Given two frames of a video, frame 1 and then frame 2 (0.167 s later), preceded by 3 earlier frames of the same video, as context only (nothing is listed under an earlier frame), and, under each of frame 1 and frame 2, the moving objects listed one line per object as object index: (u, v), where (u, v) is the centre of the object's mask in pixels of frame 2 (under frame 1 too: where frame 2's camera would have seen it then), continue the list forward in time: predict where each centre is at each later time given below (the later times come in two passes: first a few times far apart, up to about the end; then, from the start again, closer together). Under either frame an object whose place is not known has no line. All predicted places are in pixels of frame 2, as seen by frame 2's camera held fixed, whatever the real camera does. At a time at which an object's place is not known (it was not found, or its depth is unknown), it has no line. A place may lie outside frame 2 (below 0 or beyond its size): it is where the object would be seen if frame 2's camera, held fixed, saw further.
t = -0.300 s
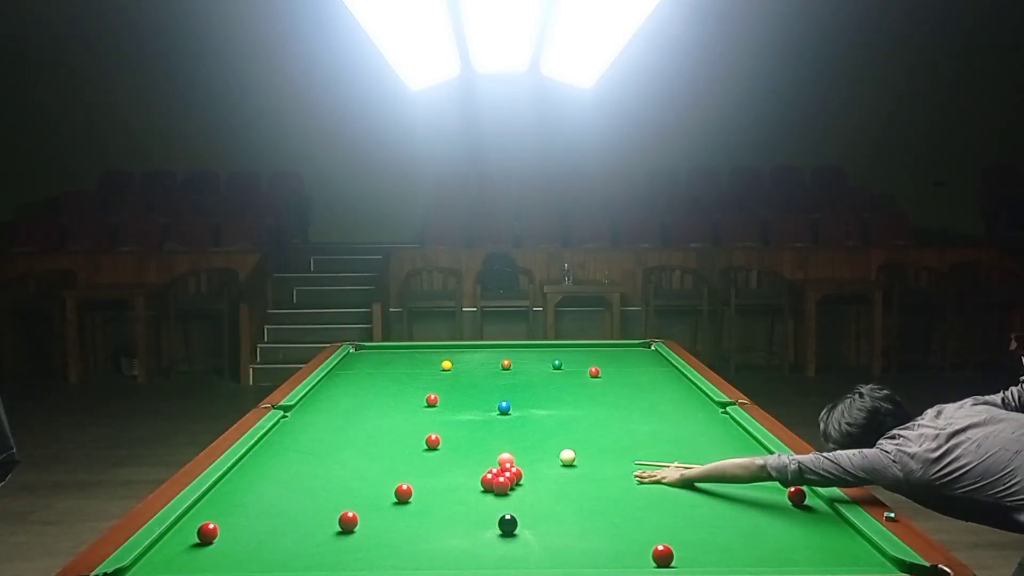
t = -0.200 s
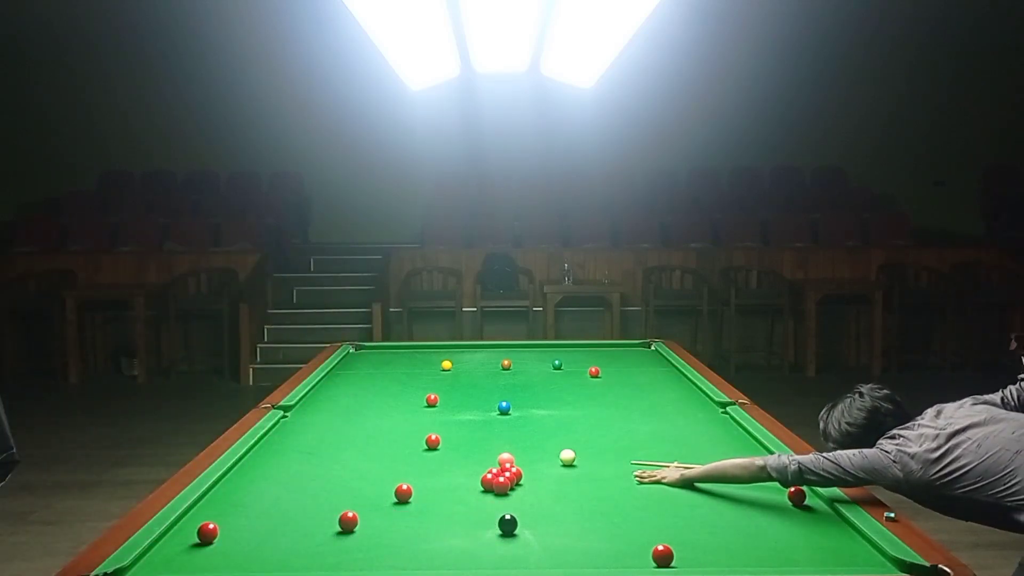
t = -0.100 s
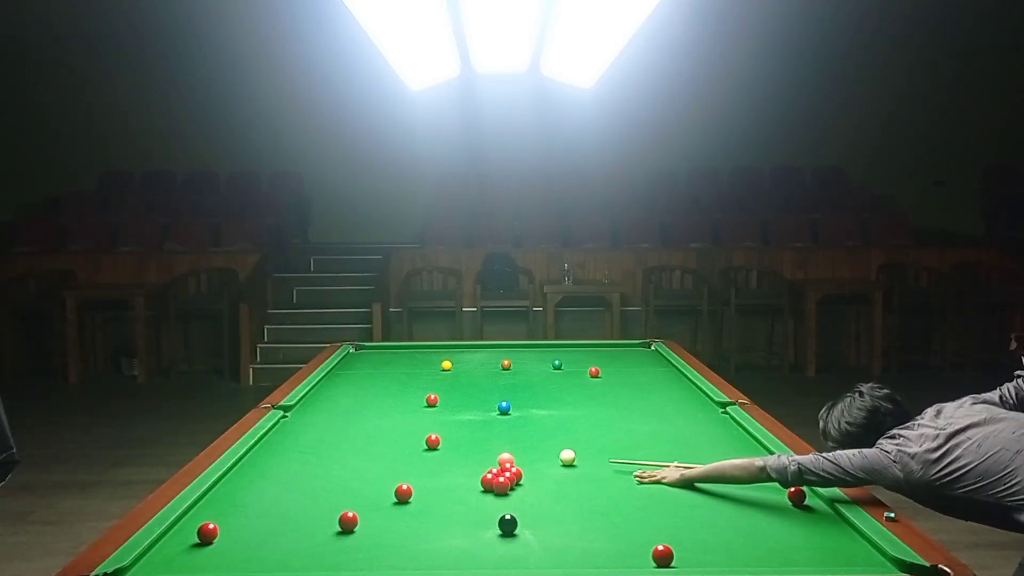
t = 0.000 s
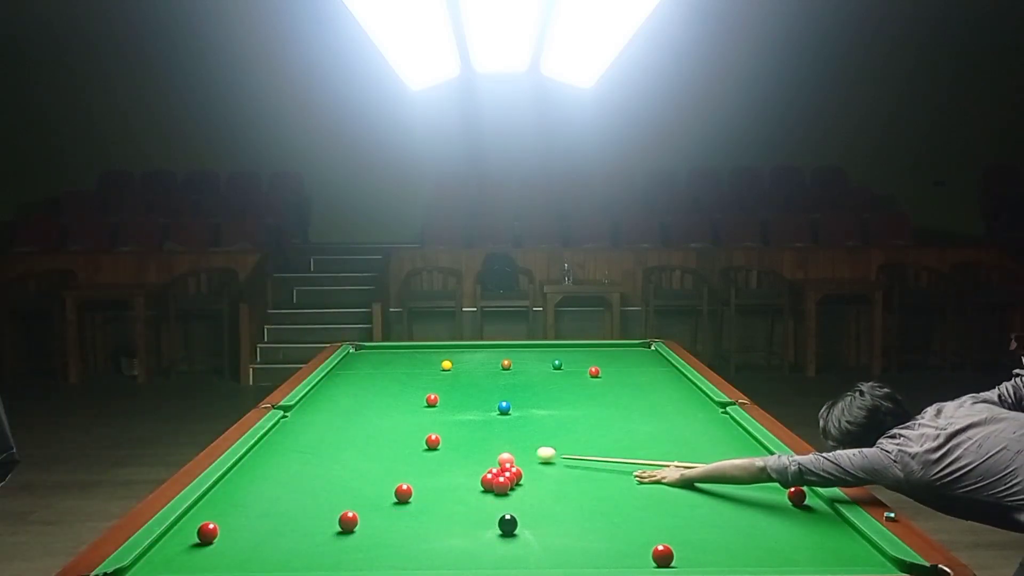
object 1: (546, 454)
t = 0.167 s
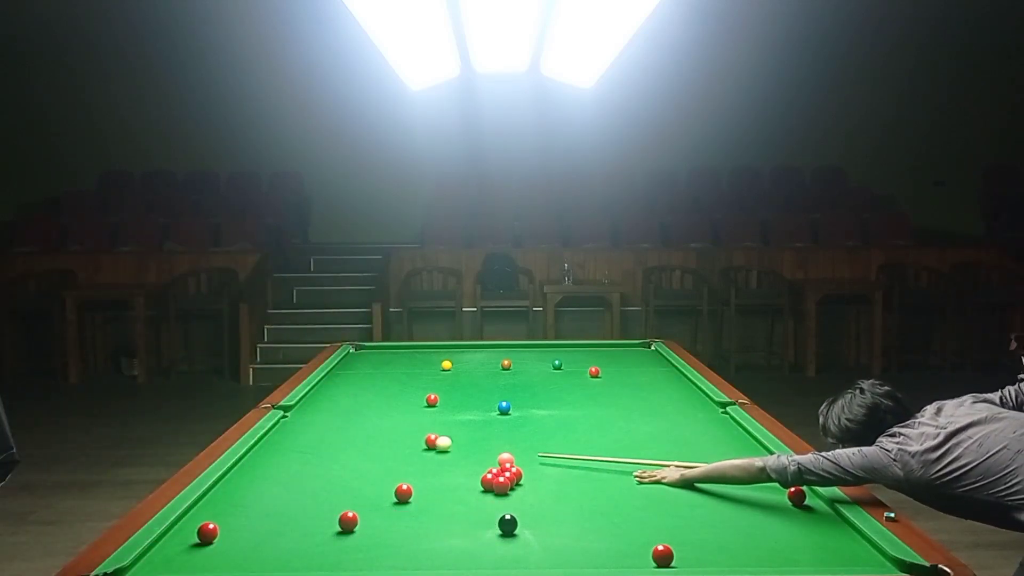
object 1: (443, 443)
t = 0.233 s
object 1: (435, 445)
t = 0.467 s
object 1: (397, 450)
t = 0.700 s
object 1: (358, 453)
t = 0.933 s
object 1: (320, 457)
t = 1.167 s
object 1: (283, 461)
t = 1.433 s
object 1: (241, 465)
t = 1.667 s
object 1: (259, 468)
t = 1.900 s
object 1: (276, 470)
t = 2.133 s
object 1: (293, 473)
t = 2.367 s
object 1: (309, 475)
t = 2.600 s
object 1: (324, 478)
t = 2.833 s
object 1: (337, 480)
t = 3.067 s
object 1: (349, 482)
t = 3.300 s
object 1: (360, 484)
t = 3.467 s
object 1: (363, 485)
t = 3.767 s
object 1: (379, 487)
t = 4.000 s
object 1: (387, 488)
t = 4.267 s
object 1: (391, 489)
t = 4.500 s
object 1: (391, 489)
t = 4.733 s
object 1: (391, 489)
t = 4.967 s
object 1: (391, 489)
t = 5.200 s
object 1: (392, 489)
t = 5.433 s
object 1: (392, 489)
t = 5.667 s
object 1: (392, 489)
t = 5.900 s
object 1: (392, 489)
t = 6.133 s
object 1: (392, 489)
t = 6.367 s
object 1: (392, 489)
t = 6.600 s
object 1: (392, 489)
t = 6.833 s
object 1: (392, 489)
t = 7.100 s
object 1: (392, 489)
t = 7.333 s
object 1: (392, 489)
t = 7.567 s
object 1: (392, 489)
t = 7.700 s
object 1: (392, 489)
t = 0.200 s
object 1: (439, 444)
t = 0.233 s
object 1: (435, 445)
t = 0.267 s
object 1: (430, 446)
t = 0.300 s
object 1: (425, 447)
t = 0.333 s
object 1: (419, 447)
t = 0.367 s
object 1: (413, 448)
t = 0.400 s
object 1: (408, 448)
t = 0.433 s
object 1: (402, 449)
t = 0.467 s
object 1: (397, 450)
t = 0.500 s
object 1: (391, 450)
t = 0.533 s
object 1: (386, 451)
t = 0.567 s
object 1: (380, 451)
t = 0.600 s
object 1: (375, 452)
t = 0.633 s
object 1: (369, 452)
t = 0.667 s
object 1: (364, 453)
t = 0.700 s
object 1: (358, 453)
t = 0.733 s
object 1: (353, 454)
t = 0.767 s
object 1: (347, 455)
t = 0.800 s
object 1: (342, 455)
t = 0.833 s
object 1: (336, 455)
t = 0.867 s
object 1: (331, 456)
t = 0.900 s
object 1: (326, 456)
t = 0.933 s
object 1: (320, 457)
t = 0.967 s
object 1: (315, 458)
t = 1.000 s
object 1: (309, 458)
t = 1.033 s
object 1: (304, 459)
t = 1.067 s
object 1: (299, 459)
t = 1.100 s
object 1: (293, 460)
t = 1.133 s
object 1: (288, 460)
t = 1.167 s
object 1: (283, 461)
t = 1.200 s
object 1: (277, 461)
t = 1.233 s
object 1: (272, 462)
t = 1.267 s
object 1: (267, 462)
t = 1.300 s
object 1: (262, 463)
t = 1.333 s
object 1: (256, 463)
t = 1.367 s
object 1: (251, 464)
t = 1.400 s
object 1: (246, 465)
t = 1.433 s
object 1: (241, 465)
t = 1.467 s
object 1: (243, 465)
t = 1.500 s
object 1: (245, 466)
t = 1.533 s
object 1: (248, 466)
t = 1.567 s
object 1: (251, 467)
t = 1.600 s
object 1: (253, 467)
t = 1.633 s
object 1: (256, 467)
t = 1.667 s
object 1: (259, 468)
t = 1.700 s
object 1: (261, 468)
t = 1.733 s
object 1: (264, 468)
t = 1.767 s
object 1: (266, 469)
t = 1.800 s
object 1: (269, 469)
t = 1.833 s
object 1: (271, 470)
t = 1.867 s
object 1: (274, 470)
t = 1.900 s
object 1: (276, 470)
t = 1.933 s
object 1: (279, 471)
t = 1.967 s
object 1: (281, 471)
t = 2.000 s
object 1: (284, 471)
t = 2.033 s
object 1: (286, 472)
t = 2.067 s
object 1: (288, 472)
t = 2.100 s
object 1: (291, 473)
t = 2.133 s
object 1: (293, 473)
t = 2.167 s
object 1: (296, 473)
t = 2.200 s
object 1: (298, 474)
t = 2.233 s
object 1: (300, 474)
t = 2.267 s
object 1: (302, 474)
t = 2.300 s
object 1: (305, 475)
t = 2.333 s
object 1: (307, 475)
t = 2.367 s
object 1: (309, 475)
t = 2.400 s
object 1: (311, 476)
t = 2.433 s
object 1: (313, 476)
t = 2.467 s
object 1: (315, 476)
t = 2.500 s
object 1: (317, 477)
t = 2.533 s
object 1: (319, 477)
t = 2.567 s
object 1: (322, 477)
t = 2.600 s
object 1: (324, 478)
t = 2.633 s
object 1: (326, 478)
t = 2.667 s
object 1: (327, 478)
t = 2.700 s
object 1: (329, 479)
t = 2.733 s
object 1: (331, 479)
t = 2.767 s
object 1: (333, 479)
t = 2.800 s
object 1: (335, 480)
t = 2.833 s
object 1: (337, 480)
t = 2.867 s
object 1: (339, 480)
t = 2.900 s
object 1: (341, 481)
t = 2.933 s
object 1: (343, 481)
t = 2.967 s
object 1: (344, 481)
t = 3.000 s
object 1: (346, 481)
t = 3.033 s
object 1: (348, 482)
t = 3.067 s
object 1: (349, 482)
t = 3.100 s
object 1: (351, 482)
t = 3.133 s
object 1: (353, 482)
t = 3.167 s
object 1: (354, 483)
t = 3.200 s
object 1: (356, 483)
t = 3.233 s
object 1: (358, 483)
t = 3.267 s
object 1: (359, 483)
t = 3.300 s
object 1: (360, 484)
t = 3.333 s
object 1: (362, 484)
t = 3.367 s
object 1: (361, 485)
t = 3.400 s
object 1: (365, 485)
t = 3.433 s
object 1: (366, 485)
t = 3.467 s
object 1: (363, 485)
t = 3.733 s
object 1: (379, 488)
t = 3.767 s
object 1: (379, 487)
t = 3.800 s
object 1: (381, 488)
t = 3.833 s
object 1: (382, 488)
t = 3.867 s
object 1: (383, 488)
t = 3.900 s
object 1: (384, 488)
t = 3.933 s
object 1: (385, 488)
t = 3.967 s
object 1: (386, 488)
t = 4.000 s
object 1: (387, 488)
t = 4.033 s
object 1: (387, 488)
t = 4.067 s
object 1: (388, 489)
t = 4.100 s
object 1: (389, 488)
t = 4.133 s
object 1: (390, 489)
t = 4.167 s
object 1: (390, 489)
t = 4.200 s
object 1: (390, 489)
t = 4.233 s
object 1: (391, 489)
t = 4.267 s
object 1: (391, 489)
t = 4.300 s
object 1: (391, 489)
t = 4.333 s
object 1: (391, 489)
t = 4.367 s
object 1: (391, 489)
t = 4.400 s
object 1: (391, 489)
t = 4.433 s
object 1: (391, 489)
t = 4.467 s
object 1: (391, 489)
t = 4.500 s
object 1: (391, 489)
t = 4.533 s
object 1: (391, 489)
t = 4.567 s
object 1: (391, 489)
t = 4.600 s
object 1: (392, 489)
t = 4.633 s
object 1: (392, 489)
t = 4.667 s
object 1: (392, 489)
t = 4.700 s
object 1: (392, 489)
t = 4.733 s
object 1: (391, 489)
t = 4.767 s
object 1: (391, 489)
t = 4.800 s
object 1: (391, 489)
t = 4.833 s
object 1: (392, 489)
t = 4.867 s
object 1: (392, 489)
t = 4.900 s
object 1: (391, 489)
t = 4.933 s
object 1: (391, 489)
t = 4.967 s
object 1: (391, 489)
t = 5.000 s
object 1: (391, 489)
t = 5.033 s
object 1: (392, 489)
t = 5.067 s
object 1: (391, 489)
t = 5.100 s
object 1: (391, 489)
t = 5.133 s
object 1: (391, 489)
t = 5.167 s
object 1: (391, 489)
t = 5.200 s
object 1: (392, 489)
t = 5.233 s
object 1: (392, 489)
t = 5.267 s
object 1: (392, 489)
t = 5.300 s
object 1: (391, 489)
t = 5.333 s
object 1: (392, 489)
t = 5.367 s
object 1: (392, 489)
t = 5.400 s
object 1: (392, 489)
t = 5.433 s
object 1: (392, 489)
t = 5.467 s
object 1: (392, 489)
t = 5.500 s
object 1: (391, 489)
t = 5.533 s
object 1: (392, 489)
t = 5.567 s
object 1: (392, 489)
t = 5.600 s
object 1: (392, 489)
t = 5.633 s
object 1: (392, 489)
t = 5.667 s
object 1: (392, 489)
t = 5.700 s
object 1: (392, 489)
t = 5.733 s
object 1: (392, 489)
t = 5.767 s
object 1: (392, 489)
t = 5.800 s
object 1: (392, 489)
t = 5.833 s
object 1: (392, 489)
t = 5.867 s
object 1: (392, 489)
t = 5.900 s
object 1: (392, 489)
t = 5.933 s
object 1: (392, 489)
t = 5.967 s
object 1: (392, 489)
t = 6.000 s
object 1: (392, 489)
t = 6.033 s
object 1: (392, 489)
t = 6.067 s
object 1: (392, 489)
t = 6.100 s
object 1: (392, 489)
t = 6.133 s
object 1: (392, 489)
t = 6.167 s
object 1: (392, 489)
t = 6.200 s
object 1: (392, 489)
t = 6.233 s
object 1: (392, 489)
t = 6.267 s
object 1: (392, 489)
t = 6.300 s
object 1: (392, 489)
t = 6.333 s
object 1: (392, 489)
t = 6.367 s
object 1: (392, 489)
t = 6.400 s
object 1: (392, 489)
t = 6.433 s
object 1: (392, 489)
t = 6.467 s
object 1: (392, 489)
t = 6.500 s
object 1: (392, 489)
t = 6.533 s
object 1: (392, 489)
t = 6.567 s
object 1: (392, 489)
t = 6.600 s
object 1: (392, 489)
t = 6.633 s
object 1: (392, 489)
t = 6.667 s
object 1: (392, 489)
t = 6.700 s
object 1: (392, 489)
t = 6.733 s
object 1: (392, 489)
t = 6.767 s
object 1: (392, 489)
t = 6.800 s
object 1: (392, 489)
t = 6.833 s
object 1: (392, 489)
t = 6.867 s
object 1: (392, 489)
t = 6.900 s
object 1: (392, 489)
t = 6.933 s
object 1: (392, 489)
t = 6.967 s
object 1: (392, 489)
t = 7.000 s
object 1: (392, 489)
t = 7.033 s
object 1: (392, 489)
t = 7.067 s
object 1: (392, 489)
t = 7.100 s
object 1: (392, 489)
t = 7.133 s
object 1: (392, 489)
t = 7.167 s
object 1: (392, 489)
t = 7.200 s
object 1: (392, 489)
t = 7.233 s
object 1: (392, 489)
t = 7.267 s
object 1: (392, 489)
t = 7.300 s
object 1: (392, 489)
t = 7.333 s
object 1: (392, 489)
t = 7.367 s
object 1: (392, 489)
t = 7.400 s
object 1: (392, 489)
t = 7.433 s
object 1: (392, 489)
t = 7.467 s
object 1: (392, 489)
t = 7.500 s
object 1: (392, 489)
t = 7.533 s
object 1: (392, 489)
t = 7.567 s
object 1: (392, 489)
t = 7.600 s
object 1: (392, 489)
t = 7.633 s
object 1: (392, 489)
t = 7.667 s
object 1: (392, 489)
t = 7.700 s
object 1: (392, 489)
